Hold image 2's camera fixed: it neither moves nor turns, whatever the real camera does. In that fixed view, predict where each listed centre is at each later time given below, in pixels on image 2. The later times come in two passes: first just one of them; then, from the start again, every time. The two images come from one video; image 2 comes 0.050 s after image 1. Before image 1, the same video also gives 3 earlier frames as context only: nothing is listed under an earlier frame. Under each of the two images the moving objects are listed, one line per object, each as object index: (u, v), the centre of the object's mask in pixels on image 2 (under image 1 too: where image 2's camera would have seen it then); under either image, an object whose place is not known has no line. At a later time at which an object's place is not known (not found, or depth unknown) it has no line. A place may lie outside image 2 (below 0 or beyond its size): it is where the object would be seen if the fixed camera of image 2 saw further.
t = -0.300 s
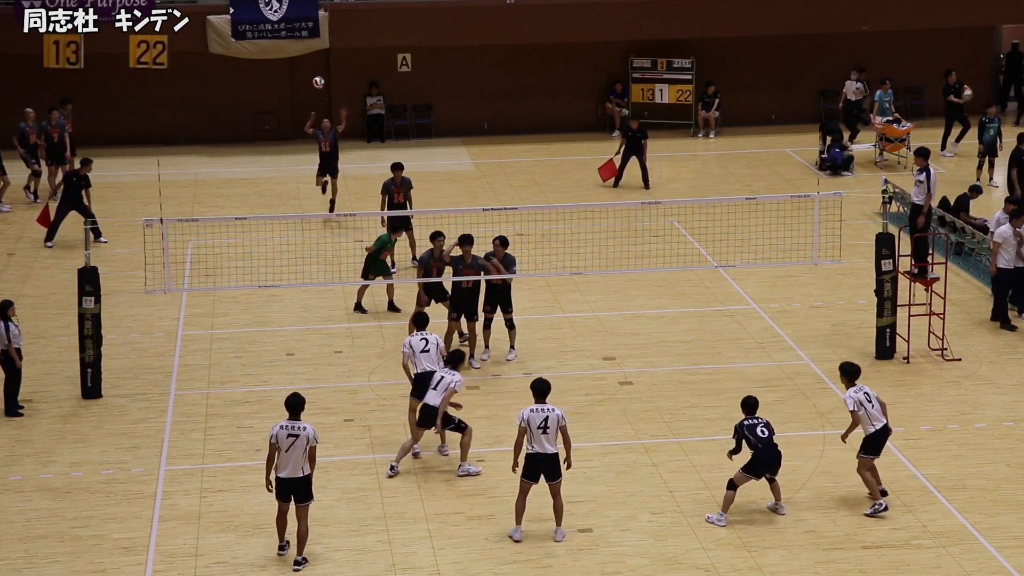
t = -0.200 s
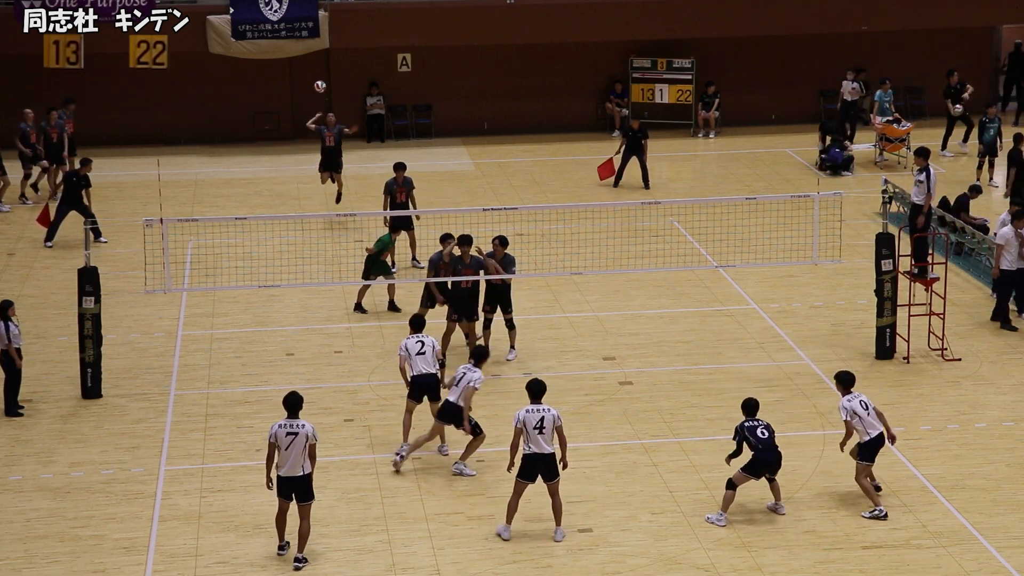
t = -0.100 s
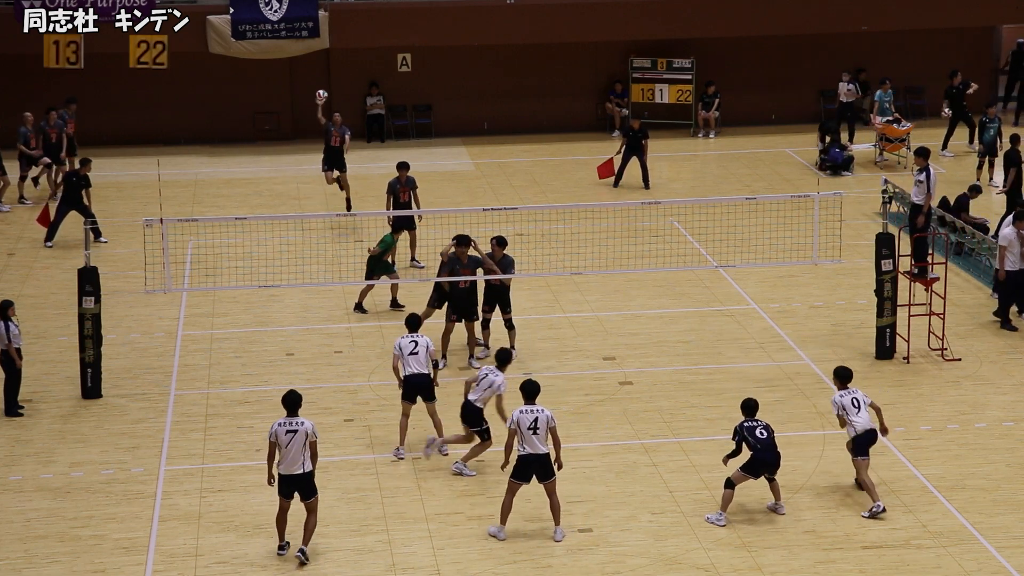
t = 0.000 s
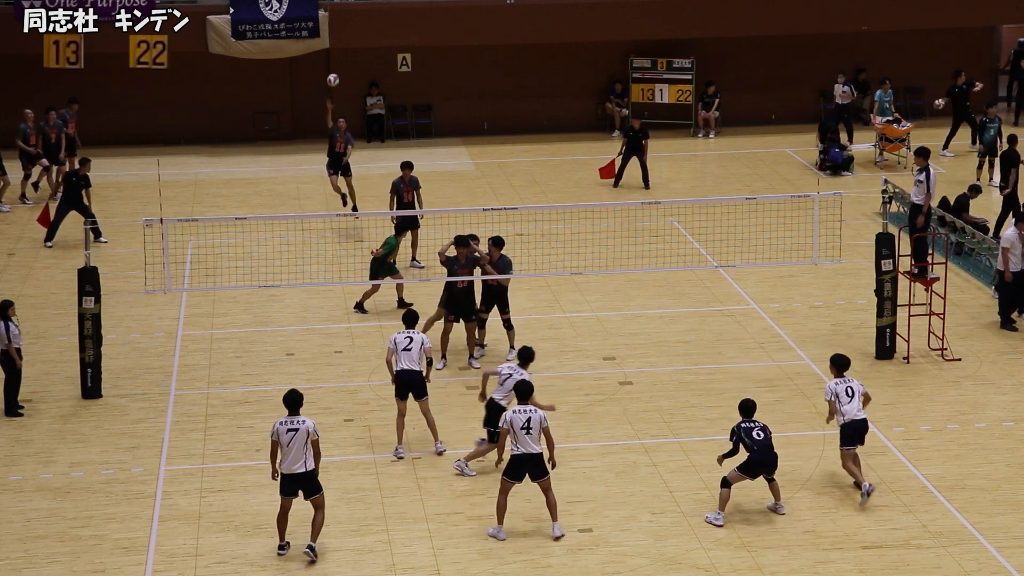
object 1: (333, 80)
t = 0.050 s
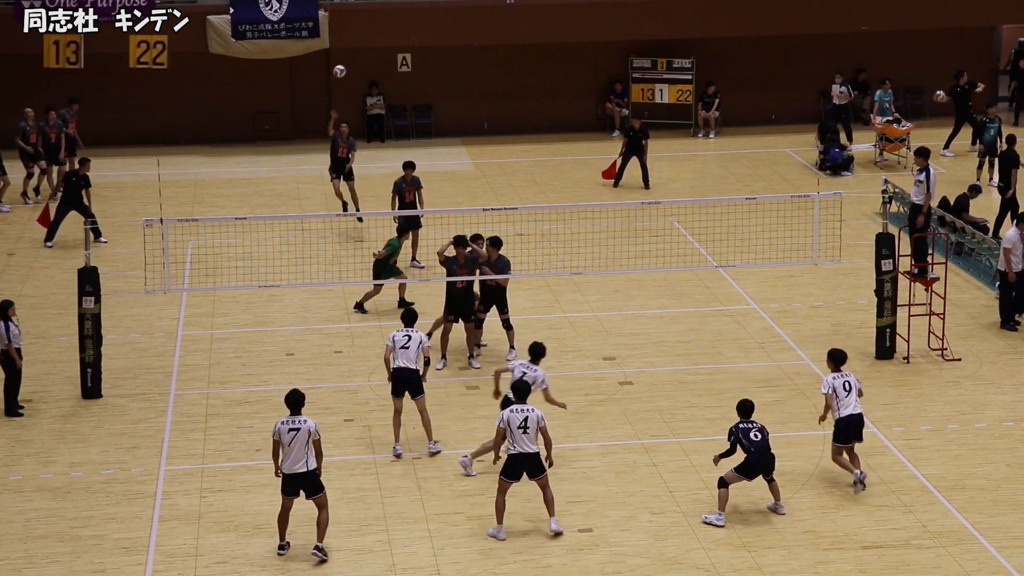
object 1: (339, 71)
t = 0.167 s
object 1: (356, 54)
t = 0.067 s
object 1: (342, 68)
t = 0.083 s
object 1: (344, 66)
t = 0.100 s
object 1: (346, 63)
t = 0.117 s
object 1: (348, 61)
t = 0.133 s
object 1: (351, 58)
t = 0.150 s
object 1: (353, 56)
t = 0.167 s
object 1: (356, 54)
